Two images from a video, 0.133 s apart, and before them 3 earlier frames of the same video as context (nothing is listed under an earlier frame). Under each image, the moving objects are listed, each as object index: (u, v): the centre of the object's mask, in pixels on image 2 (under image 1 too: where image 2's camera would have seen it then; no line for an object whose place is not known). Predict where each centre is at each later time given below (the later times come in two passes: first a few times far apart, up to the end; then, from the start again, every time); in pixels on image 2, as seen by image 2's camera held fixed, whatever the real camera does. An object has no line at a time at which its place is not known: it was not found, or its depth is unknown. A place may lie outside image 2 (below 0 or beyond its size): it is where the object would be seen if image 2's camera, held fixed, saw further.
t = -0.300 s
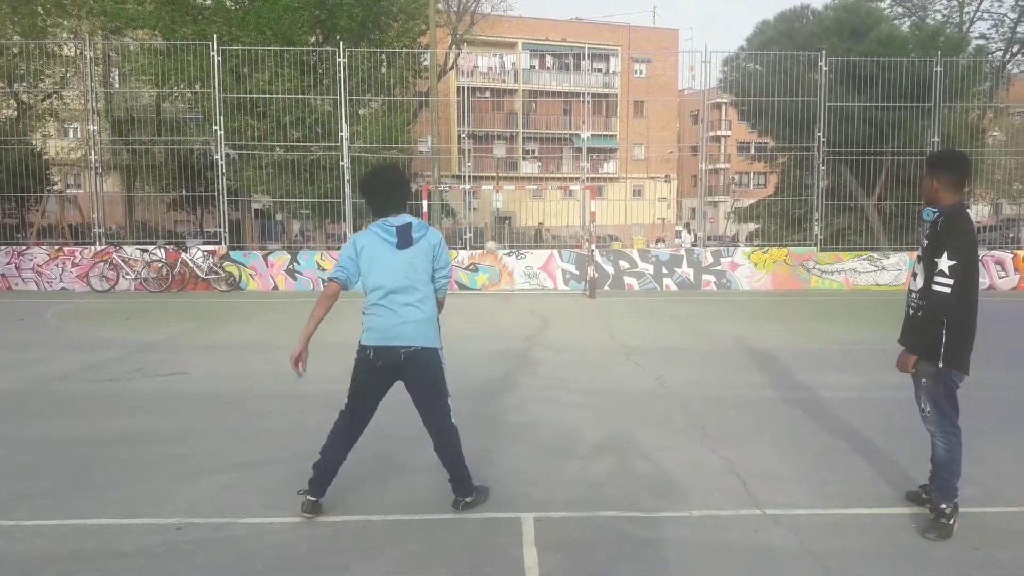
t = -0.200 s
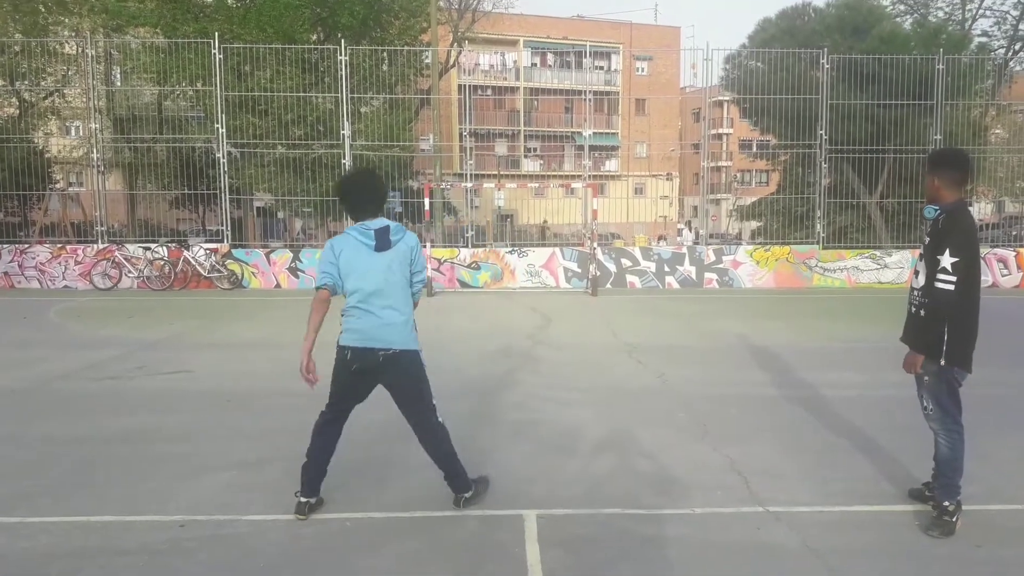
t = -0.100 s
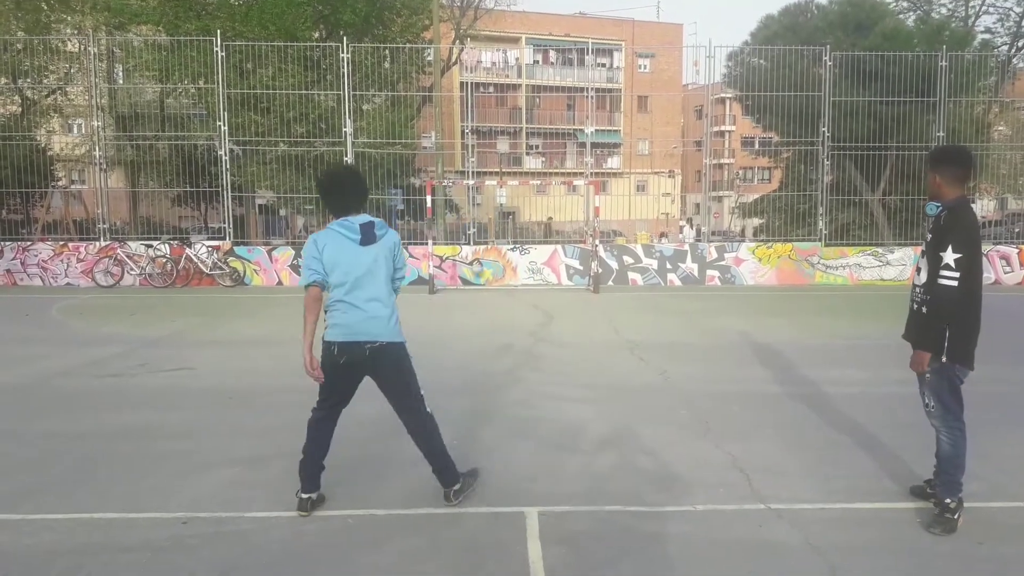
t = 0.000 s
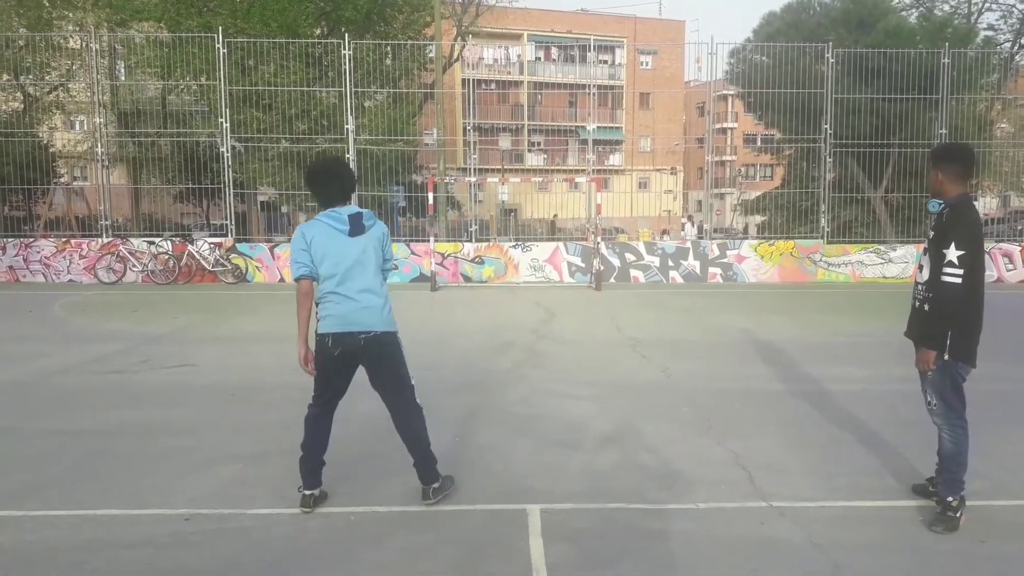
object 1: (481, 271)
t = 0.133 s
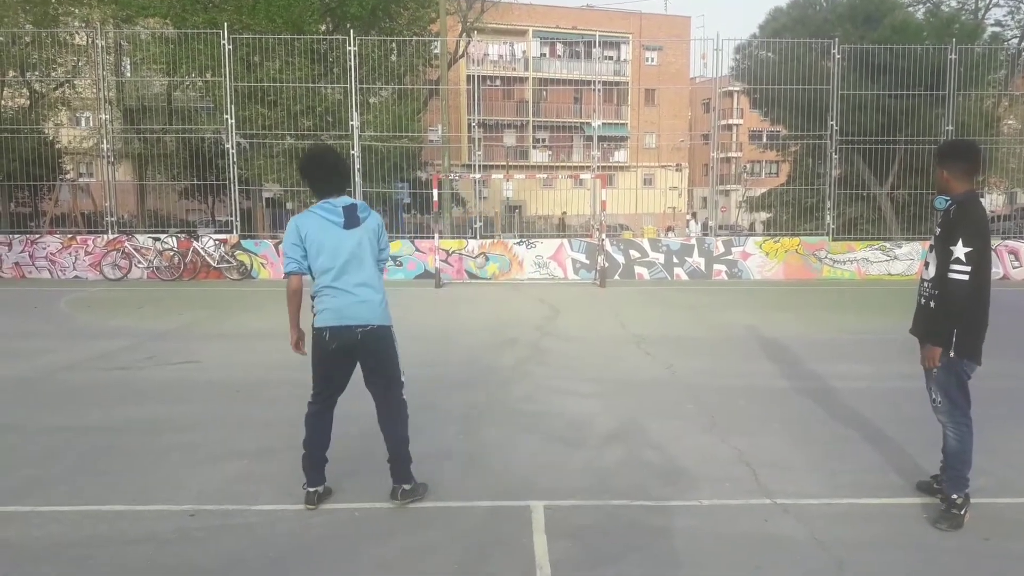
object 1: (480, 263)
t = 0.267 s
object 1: (479, 262)
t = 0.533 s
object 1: (478, 293)
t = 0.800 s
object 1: (476, 279)
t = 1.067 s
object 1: (474, 321)
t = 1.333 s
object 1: (471, 308)
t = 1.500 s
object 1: (467, 342)
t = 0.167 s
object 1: (479, 262)
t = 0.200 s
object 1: (479, 261)
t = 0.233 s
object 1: (479, 261)
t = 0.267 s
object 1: (479, 262)
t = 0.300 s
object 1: (479, 262)
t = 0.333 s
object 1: (479, 265)
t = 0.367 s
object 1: (480, 269)
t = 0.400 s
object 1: (478, 274)
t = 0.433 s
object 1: (478, 276)
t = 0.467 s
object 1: (477, 282)
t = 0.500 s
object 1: (477, 288)
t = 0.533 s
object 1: (478, 293)
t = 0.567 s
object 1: (478, 289)
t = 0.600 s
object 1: (477, 286)
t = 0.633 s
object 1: (477, 282)
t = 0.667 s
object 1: (476, 280)
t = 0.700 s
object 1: (476, 279)
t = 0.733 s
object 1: (476, 279)
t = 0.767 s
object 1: (476, 279)
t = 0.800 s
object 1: (476, 279)
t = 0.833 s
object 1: (476, 281)
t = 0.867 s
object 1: (477, 283)
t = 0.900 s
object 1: (477, 287)
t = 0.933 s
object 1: (476, 292)
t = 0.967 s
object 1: (475, 298)
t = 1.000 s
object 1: (475, 305)
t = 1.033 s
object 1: (475, 313)
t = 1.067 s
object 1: (474, 321)
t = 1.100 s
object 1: (474, 315)
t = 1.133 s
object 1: (474, 311)
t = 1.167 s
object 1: (473, 309)
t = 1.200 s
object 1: (472, 307)
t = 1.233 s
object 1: (473, 307)
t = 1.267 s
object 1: (472, 306)
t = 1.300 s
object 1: (472, 307)
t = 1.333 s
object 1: (471, 308)
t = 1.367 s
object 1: (471, 313)
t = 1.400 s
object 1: (471, 318)
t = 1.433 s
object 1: (468, 324)
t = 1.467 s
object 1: (469, 332)
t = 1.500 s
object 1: (467, 342)
